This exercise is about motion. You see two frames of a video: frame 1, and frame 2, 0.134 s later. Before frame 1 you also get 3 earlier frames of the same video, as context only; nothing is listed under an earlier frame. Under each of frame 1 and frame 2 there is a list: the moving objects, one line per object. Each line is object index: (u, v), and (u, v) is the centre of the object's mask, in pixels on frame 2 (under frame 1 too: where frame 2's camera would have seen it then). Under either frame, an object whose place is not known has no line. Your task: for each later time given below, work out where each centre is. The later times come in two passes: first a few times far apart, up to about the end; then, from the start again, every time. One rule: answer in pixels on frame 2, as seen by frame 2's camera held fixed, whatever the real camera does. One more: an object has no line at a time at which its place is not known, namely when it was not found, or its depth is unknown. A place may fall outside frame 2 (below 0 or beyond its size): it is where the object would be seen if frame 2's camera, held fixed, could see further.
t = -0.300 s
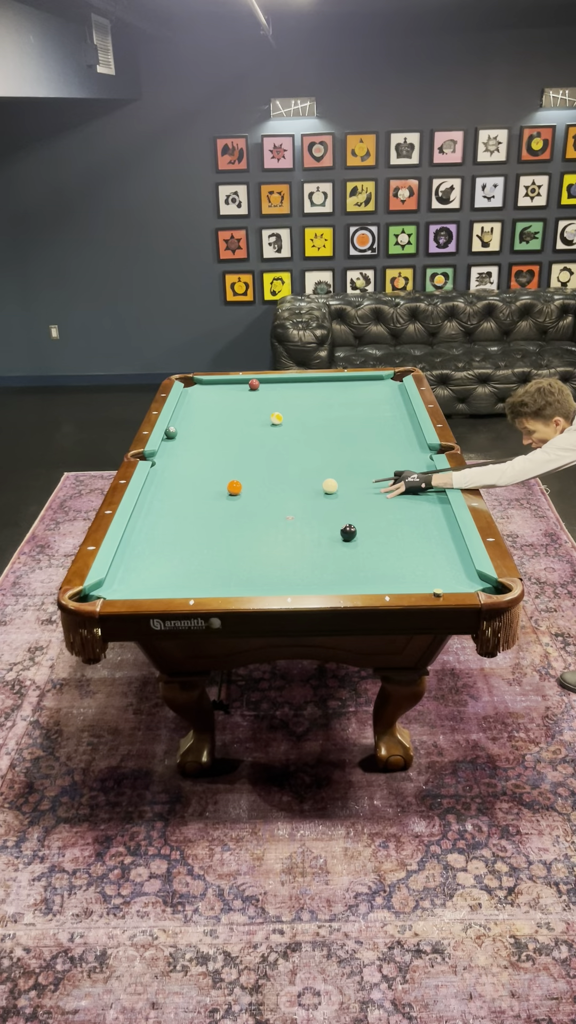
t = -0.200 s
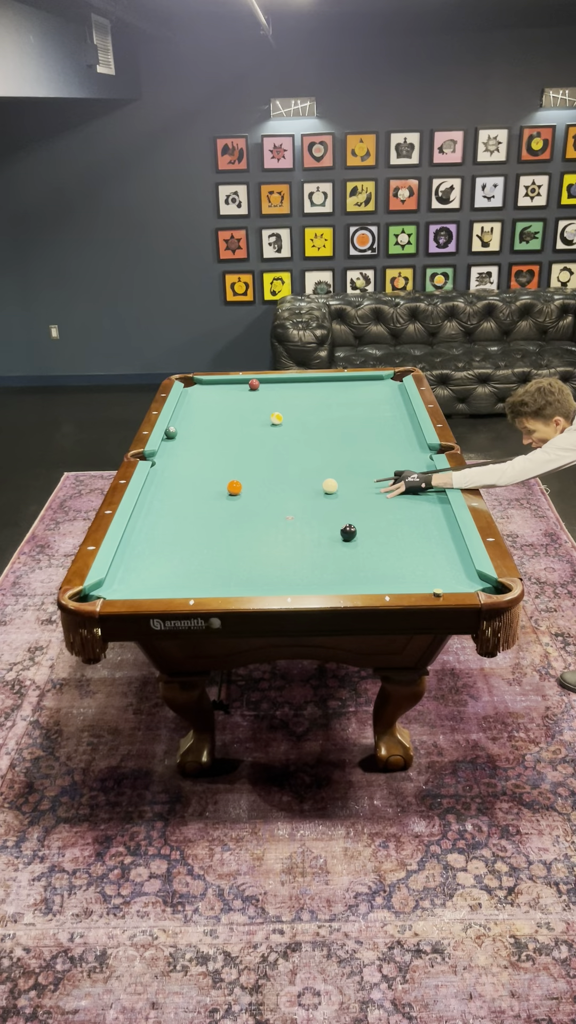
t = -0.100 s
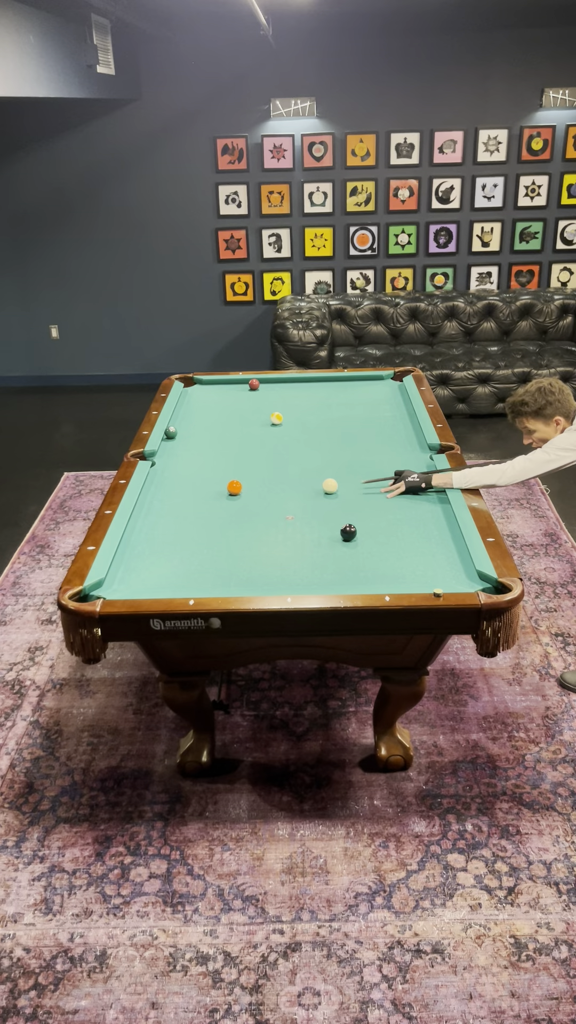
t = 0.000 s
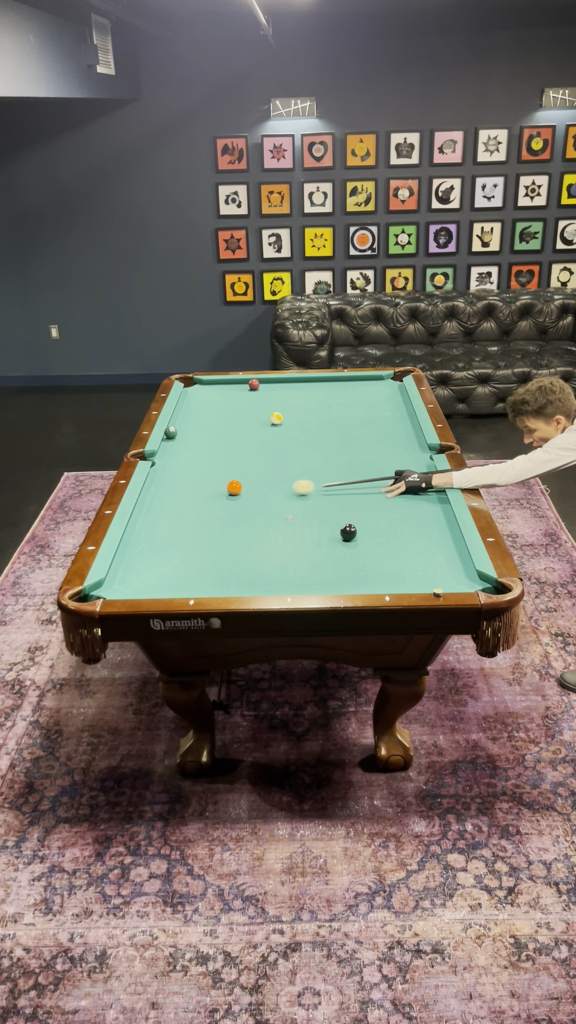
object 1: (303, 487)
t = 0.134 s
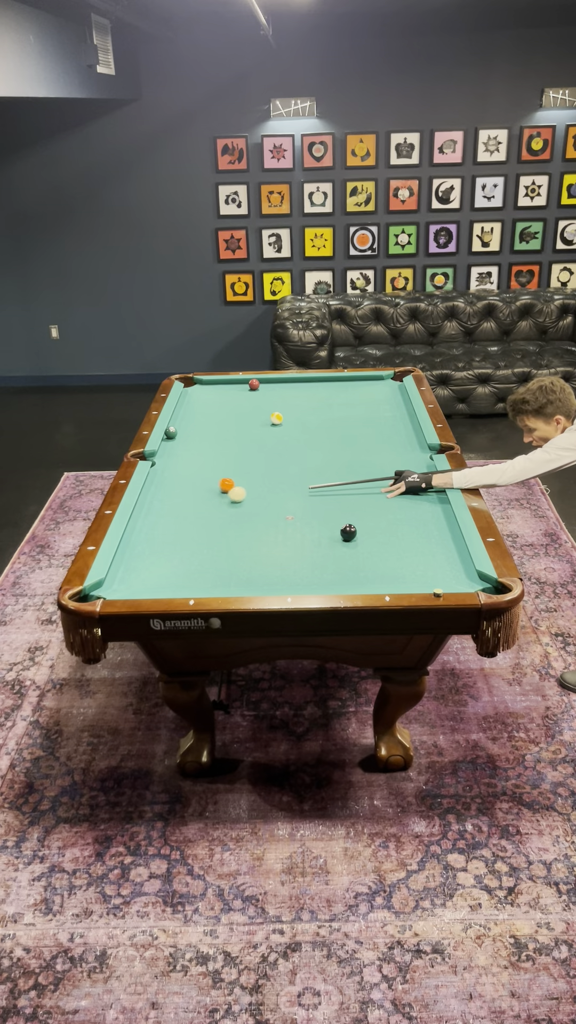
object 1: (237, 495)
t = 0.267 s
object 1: (201, 507)
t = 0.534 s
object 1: (135, 530)
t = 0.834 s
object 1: (173, 543)
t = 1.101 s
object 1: (204, 555)
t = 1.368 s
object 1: (235, 566)
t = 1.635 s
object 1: (265, 578)
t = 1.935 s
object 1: (296, 580)
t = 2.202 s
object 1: (316, 576)
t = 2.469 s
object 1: (334, 571)
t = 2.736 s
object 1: (349, 566)
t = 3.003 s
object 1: (362, 561)
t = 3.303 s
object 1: (374, 557)
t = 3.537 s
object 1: (382, 553)
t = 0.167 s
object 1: (228, 498)
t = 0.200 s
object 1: (219, 501)
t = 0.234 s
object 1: (210, 504)
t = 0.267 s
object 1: (201, 507)
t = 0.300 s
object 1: (192, 510)
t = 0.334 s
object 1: (183, 513)
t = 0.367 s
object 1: (174, 516)
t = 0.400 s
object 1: (164, 519)
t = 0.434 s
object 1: (155, 522)
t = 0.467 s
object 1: (145, 525)
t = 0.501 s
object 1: (136, 528)
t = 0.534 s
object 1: (135, 530)
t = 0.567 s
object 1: (141, 532)
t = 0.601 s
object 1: (146, 533)
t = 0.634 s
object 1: (150, 534)
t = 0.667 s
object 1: (154, 536)
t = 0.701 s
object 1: (157, 538)
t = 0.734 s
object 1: (161, 539)
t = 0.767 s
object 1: (165, 540)
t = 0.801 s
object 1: (169, 542)
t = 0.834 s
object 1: (173, 543)
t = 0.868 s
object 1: (177, 545)
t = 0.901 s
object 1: (181, 546)
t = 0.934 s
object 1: (185, 548)
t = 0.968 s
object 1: (188, 549)
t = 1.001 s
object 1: (192, 550)
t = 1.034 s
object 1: (196, 552)
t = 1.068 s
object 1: (200, 553)
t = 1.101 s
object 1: (204, 555)
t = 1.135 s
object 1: (208, 556)
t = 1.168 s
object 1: (212, 558)
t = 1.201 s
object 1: (216, 559)
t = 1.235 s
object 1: (219, 561)
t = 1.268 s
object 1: (223, 562)
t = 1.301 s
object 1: (227, 563)
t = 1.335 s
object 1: (231, 565)
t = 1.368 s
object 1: (235, 566)
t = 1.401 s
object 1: (239, 568)
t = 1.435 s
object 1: (243, 569)
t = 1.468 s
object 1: (246, 571)
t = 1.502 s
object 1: (250, 572)
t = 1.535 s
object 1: (254, 573)
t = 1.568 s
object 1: (258, 575)
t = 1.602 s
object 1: (262, 576)
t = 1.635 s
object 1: (265, 578)
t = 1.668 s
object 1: (269, 578)
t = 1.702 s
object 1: (273, 579)
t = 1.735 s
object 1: (277, 580)
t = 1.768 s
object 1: (281, 581)
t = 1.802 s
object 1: (285, 582)
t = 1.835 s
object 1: (288, 582)
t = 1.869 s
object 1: (291, 582)
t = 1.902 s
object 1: (294, 581)
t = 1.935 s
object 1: (296, 580)
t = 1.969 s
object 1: (299, 580)
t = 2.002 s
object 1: (301, 579)
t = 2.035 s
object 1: (304, 578)
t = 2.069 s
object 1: (307, 578)
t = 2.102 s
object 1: (309, 578)
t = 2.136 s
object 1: (312, 577)
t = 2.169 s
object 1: (314, 577)
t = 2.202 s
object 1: (316, 576)
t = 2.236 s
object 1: (319, 576)
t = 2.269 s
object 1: (321, 575)
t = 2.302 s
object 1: (323, 575)
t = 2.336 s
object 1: (326, 574)
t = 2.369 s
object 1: (328, 573)
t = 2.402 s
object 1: (330, 573)
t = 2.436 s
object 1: (332, 572)
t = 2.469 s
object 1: (334, 571)
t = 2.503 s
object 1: (336, 570)
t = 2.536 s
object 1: (338, 570)
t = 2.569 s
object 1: (340, 569)
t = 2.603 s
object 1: (342, 568)
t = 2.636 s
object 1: (343, 568)
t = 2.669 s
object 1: (345, 567)
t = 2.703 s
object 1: (347, 566)
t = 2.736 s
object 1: (349, 566)
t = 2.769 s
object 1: (351, 565)
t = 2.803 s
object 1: (352, 565)
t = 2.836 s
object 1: (354, 564)
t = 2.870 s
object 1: (356, 564)
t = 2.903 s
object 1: (357, 563)
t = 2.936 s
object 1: (359, 562)
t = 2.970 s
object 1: (360, 562)
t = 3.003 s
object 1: (362, 561)
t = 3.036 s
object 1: (363, 561)
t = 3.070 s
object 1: (365, 560)
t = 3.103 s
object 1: (366, 560)
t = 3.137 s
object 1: (368, 559)
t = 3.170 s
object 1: (369, 559)
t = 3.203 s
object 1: (370, 558)
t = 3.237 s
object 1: (372, 557)
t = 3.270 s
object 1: (373, 557)
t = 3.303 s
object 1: (374, 557)
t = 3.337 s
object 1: (375, 556)
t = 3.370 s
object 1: (377, 556)
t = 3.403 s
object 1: (378, 555)
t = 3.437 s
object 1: (379, 555)
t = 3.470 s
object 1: (380, 554)
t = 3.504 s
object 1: (381, 554)
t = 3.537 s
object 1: (382, 553)
